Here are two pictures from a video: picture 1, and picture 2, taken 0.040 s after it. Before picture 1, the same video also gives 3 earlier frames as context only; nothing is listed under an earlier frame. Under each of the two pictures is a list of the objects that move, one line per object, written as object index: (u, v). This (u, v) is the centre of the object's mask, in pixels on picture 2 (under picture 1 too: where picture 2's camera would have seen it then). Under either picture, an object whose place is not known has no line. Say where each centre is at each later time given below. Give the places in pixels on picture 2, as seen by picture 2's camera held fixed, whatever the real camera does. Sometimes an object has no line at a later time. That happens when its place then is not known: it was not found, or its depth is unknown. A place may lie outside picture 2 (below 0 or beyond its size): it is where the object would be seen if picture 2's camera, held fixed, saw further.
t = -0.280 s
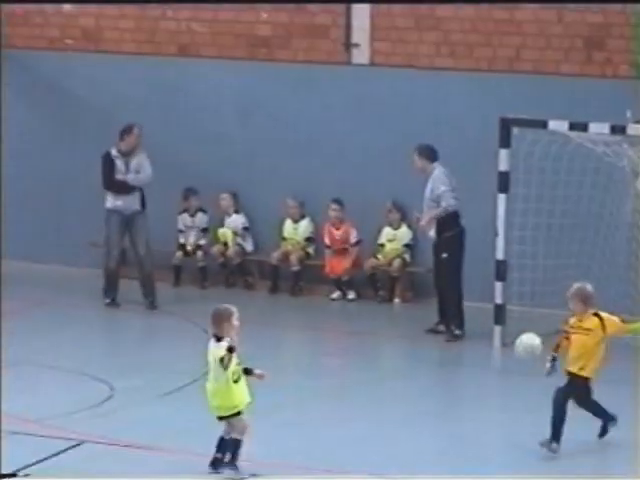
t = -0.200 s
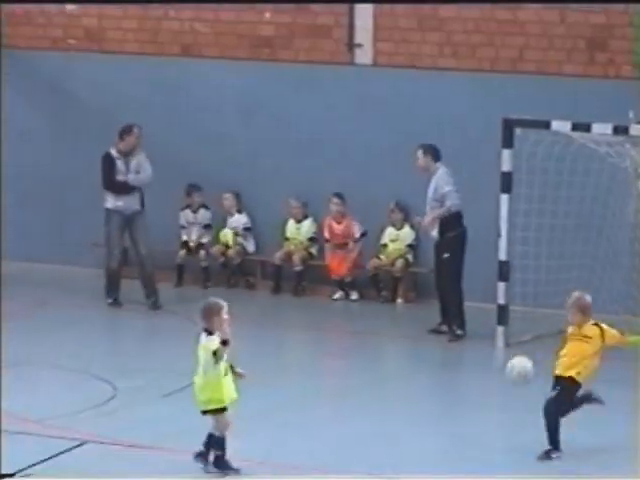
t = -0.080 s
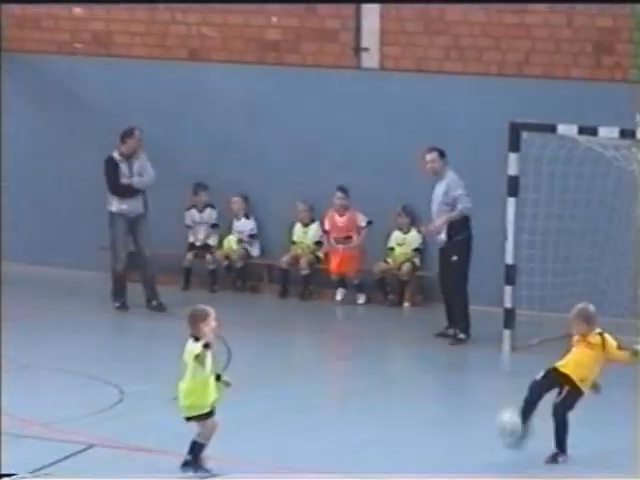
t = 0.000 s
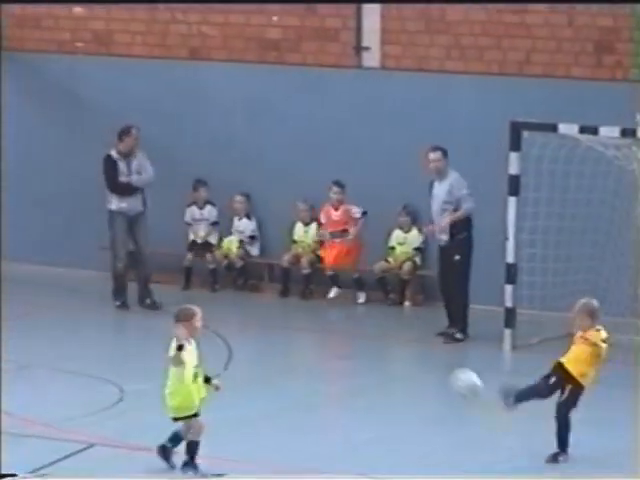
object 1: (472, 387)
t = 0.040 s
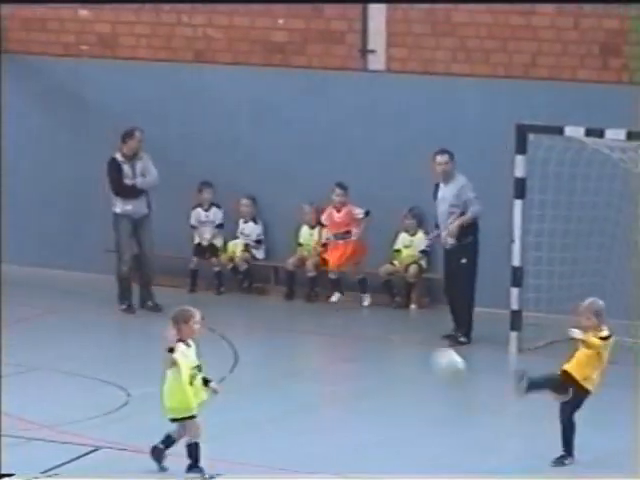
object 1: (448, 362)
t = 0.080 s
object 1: (423, 340)
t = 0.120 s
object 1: (399, 324)
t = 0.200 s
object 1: (345, 289)
